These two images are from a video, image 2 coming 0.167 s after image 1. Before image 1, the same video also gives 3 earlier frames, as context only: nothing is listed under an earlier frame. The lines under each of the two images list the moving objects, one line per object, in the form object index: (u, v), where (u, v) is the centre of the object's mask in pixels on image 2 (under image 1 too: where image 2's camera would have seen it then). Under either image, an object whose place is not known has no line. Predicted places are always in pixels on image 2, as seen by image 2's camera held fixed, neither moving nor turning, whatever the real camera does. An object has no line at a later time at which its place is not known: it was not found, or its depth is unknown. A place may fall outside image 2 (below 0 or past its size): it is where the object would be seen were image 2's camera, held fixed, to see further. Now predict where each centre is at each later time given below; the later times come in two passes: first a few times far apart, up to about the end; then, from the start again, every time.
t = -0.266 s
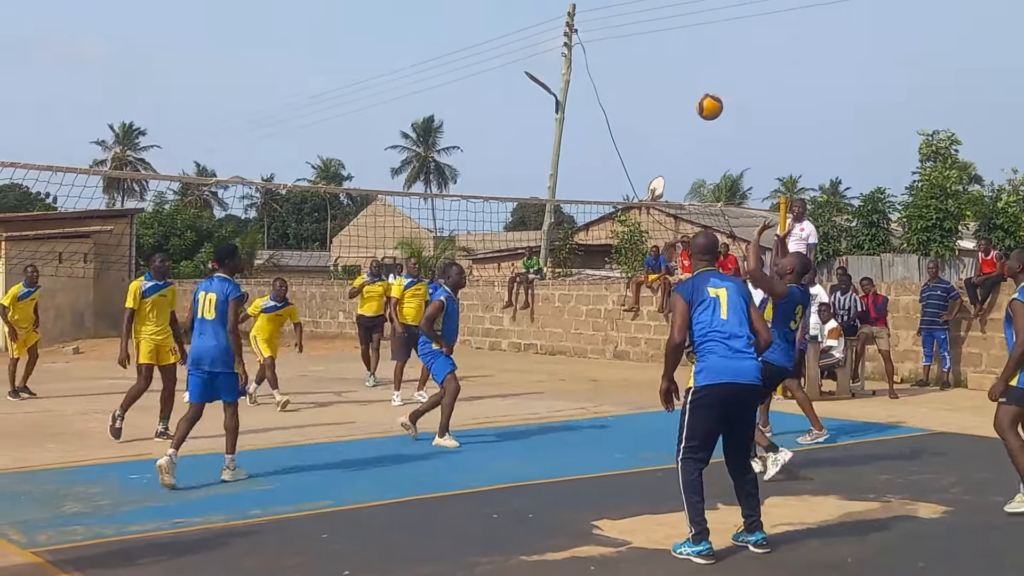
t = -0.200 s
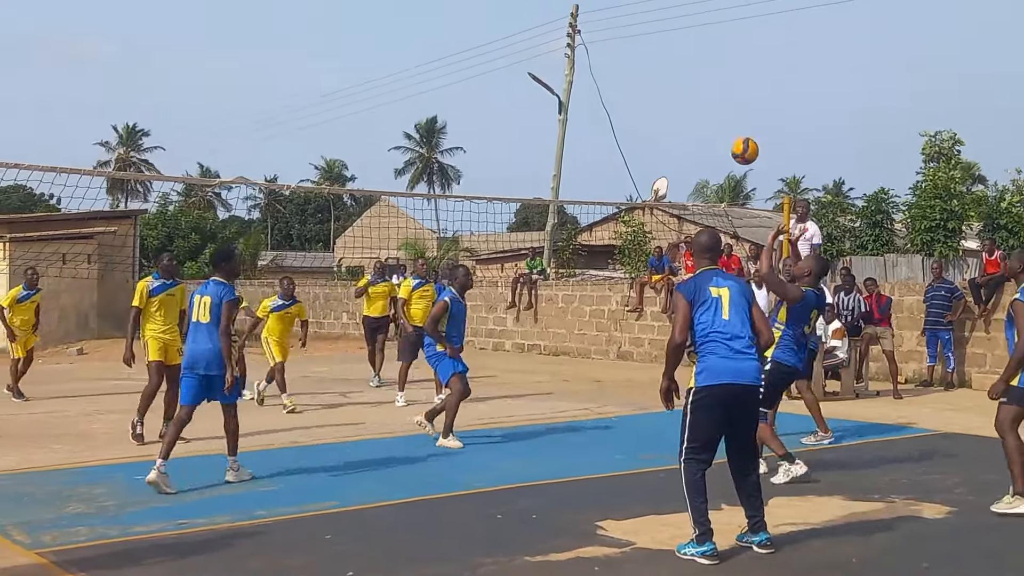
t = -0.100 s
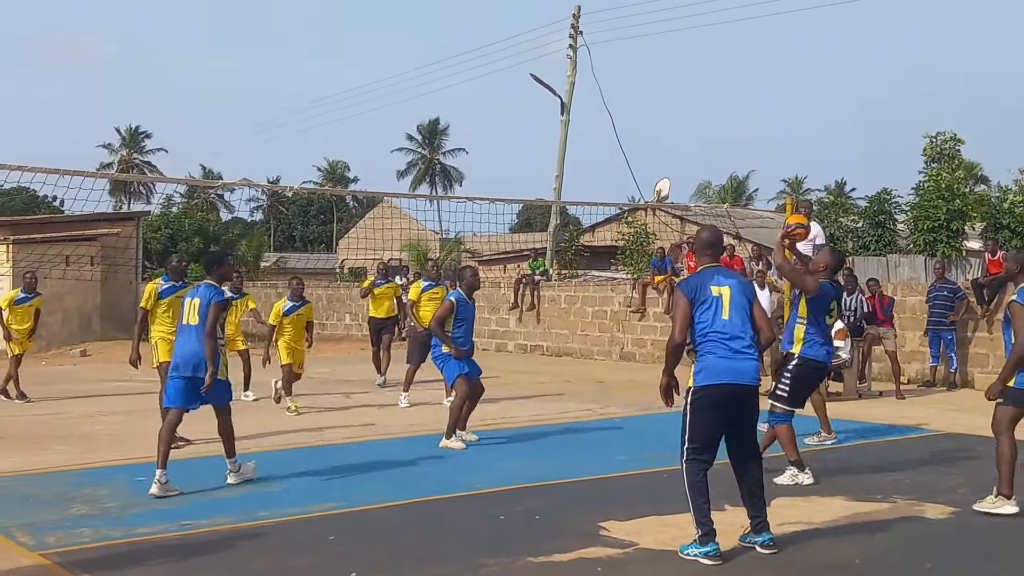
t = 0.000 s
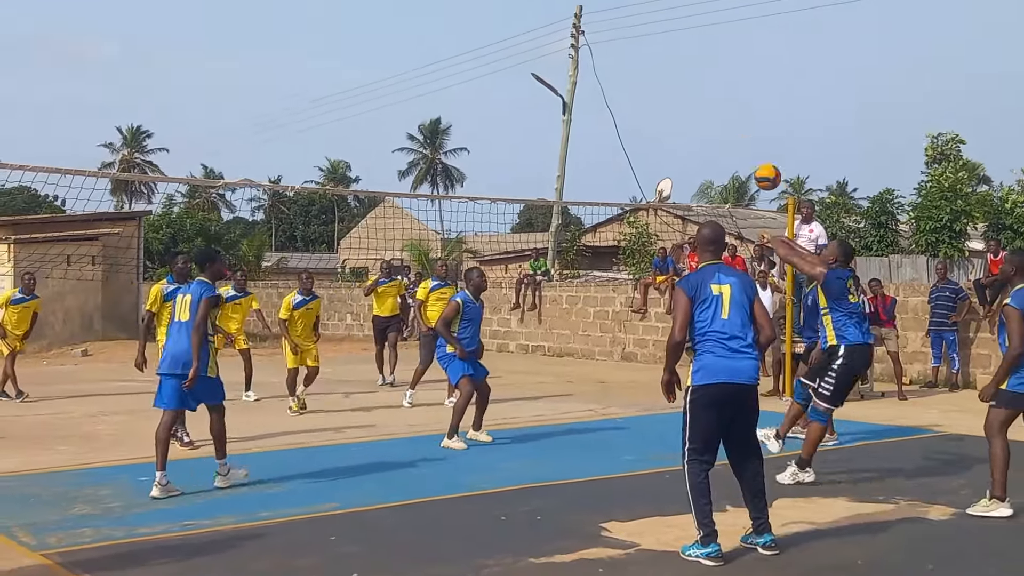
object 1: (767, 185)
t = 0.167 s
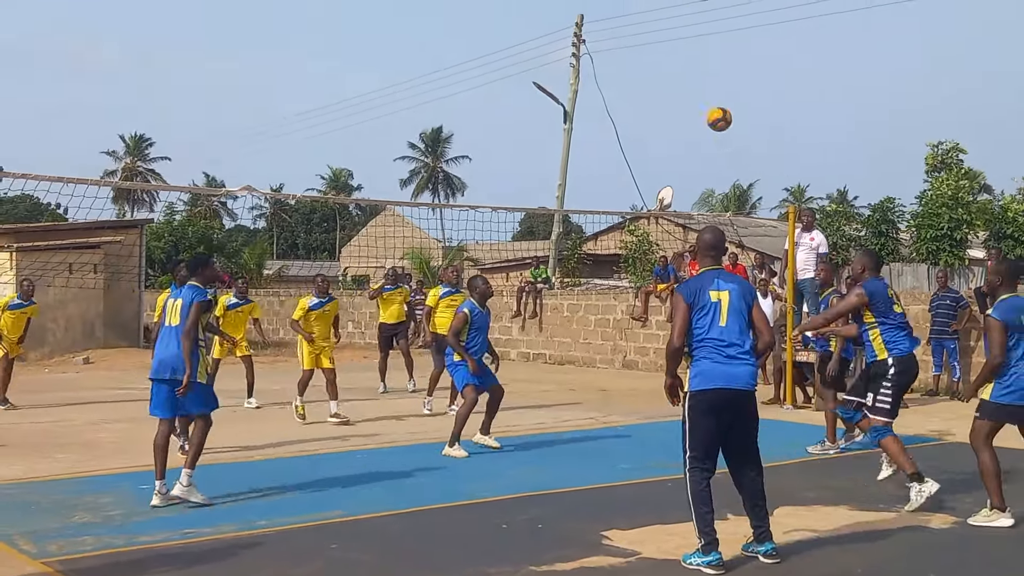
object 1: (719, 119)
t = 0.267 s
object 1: (695, 98)
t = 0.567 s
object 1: (633, 101)
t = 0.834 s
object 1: (590, 168)
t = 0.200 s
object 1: (711, 111)
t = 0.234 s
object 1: (702, 104)
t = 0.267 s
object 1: (695, 98)
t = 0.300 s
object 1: (687, 94)
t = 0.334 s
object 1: (679, 91)
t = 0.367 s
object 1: (672, 89)
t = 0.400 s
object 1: (665, 89)
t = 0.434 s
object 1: (658, 89)
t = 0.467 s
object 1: (652, 91)
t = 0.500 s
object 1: (645, 94)
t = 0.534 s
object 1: (639, 97)
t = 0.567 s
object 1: (633, 101)
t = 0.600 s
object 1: (626, 107)
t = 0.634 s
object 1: (621, 113)
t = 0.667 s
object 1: (615, 120)
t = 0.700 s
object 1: (610, 129)
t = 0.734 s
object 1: (604, 137)
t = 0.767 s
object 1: (599, 147)
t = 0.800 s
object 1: (595, 157)
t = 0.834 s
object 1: (590, 168)
